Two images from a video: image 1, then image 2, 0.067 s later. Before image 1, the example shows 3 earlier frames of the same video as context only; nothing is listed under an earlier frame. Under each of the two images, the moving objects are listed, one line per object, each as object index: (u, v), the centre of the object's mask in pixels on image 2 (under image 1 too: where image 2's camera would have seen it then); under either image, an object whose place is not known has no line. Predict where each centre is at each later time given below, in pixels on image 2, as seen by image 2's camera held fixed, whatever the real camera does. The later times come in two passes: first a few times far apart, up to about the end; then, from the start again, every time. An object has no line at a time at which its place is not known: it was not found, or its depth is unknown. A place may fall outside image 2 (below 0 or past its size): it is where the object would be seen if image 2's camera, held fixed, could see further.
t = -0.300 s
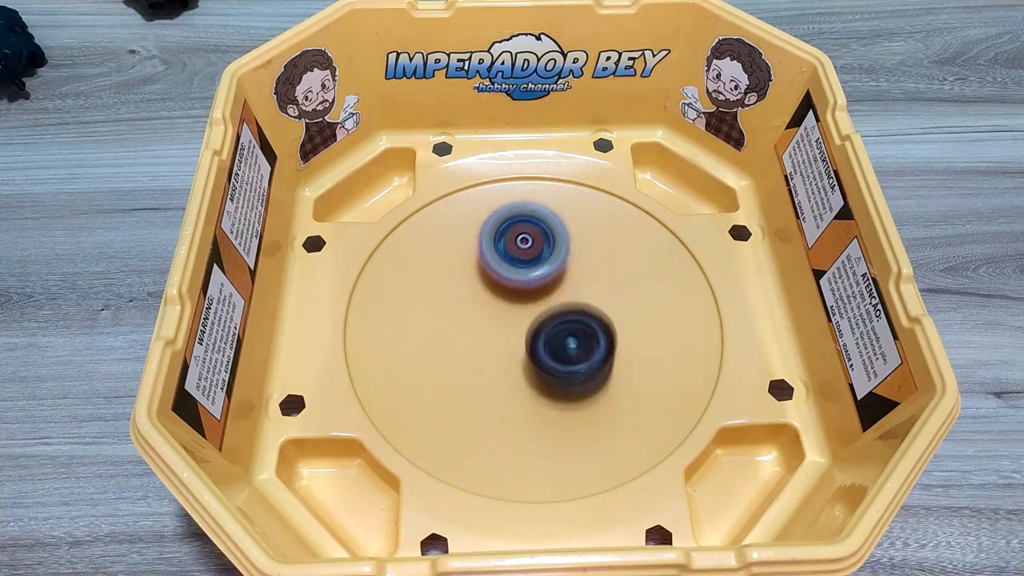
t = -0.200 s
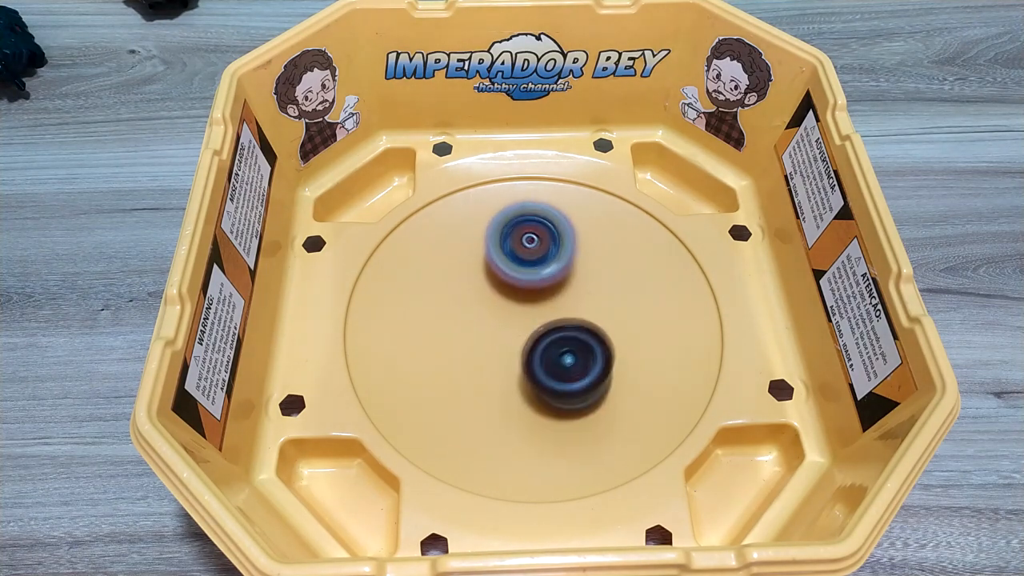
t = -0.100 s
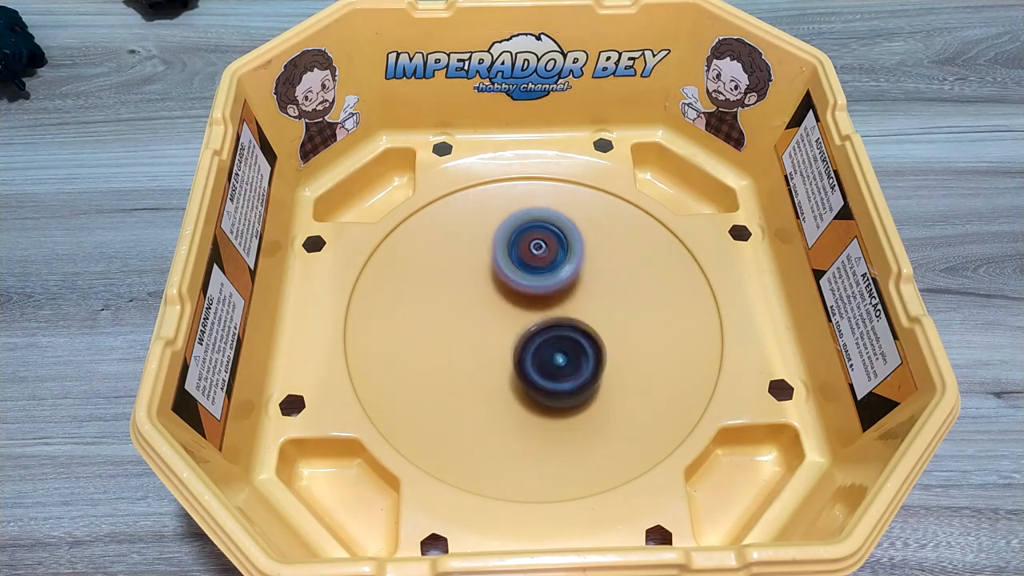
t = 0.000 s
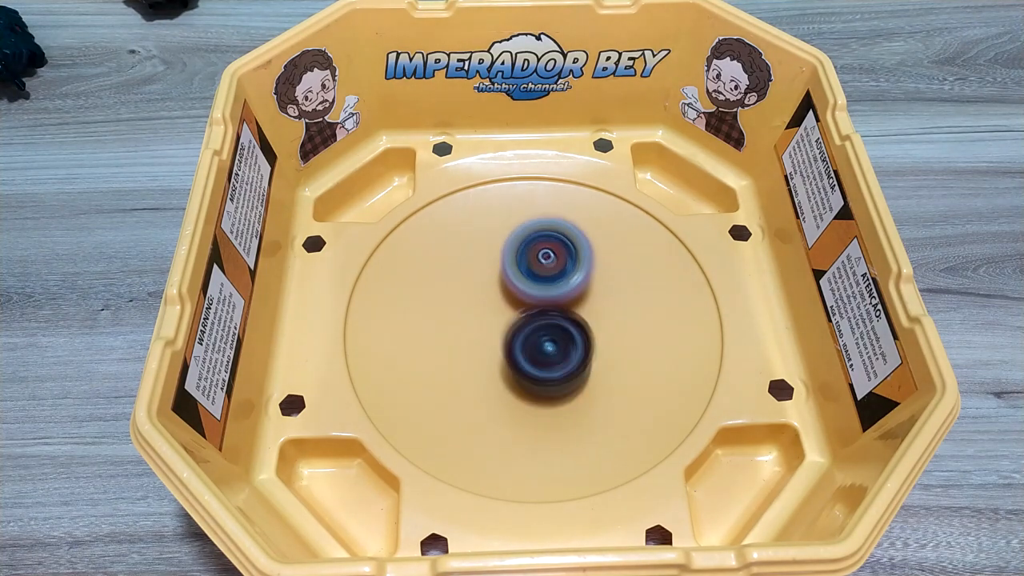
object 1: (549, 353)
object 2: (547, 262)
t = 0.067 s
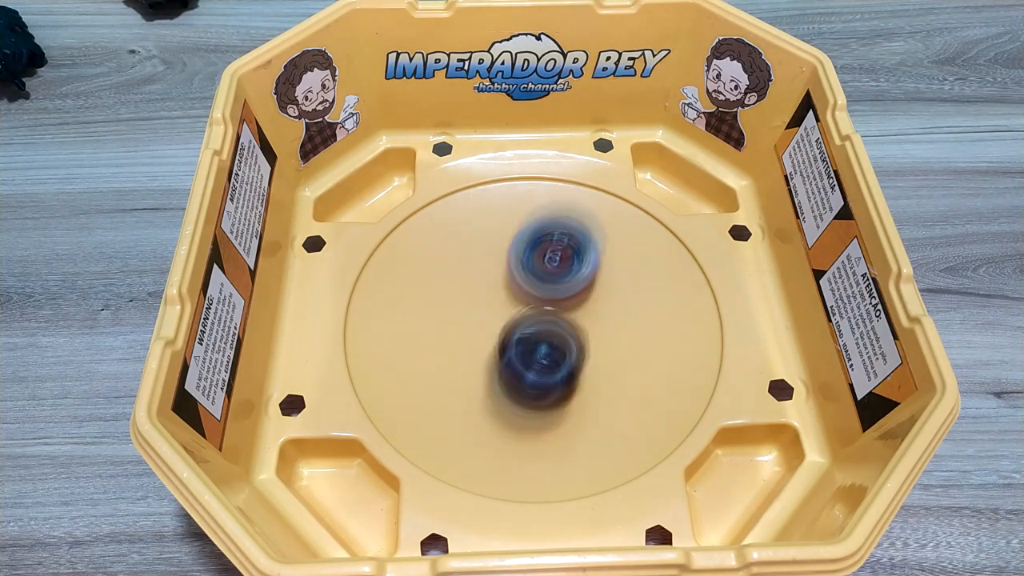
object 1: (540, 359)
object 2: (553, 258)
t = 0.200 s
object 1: (493, 432)
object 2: (573, 219)
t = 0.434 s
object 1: (440, 389)
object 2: (561, 255)
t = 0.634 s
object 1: (451, 329)
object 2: (567, 302)
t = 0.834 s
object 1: (435, 306)
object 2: (590, 320)
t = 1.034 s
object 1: (480, 302)
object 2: (571, 335)
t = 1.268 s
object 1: (490, 285)
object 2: (563, 359)
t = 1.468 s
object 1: (489, 263)
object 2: (553, 369)
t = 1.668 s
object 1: (514, 272)
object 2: (529, 368)
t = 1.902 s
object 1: (528, 241)
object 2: (517, 368)
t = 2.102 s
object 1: (543, 263)
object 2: (503, 355)
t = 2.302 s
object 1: (547, 268)
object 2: (501, 350)
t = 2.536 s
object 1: (565, 265)
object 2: (498, 351)
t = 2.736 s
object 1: (574, 271)
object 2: (500, 350)
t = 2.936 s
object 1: (573, 275)
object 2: (505, 351)
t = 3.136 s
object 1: (581, 264)
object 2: (507, 357)
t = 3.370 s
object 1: (565, 271)
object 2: (507, 363)
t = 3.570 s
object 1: (557, 276)
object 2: (508, 371)
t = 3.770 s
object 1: (548, 292)
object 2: (507, 372)
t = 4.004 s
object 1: (553, 276)
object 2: (503, 372)
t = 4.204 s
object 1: (553, 282)
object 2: (511, 362)
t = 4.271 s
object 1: (560, 274)
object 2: (505, 369)
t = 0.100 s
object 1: (529, 382)
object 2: (561, 242)
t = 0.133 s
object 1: (518, 403)
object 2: (567, 230)
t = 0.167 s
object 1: (504, 420)
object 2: (571, 221)
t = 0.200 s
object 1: (493, 432)
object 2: (573, 219)
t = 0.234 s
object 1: (481, 439)
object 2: (573, 221)
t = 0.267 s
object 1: (469, 440)
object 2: (571, 225)
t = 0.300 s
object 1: (459, 436)
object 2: (569, 230)
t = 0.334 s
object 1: (449, 426)
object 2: (567, 235)
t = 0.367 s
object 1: (443, 415)
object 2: (564, 242)
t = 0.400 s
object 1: (440, 401)
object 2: (563, 247)
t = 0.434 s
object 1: (440, 389)
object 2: (561, 255)
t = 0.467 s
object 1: (443, 377)
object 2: (559, 263)
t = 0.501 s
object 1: (447, 364)
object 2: (557, 272)
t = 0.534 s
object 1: (454, 353)
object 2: (555, 283)
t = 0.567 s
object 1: (461, 340)
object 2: (553, 293)
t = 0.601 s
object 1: (463, 336)
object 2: (554, 298)
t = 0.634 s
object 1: (451, 329)
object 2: (567, 302)
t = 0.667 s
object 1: (439, 325)
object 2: (577, 305)
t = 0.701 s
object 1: (432, 318)
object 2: (584, 309)
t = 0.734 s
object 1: (428, 314)
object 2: (589, 312)
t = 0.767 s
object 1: (428, 310)
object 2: (590, 315)
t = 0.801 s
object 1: (430, 308)
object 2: (591, 318)
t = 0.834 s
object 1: (435, 306)
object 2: (590, 320)
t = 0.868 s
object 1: (441, 304)
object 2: (588, 323)
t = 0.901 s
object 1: (449, 303)
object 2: (585, 326)
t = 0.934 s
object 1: (458, 303)
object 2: (581, 328)
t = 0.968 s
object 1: (466, 302)
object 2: (577, 330)
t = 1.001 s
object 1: (474, 303)
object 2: (573, 333)
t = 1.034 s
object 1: (480, 302)
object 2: (571, 335)
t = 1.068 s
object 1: (481, 300)
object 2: (571, 340)
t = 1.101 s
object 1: (480, 295)
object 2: (572, 344)
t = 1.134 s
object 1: (481, 293)
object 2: (571, 347)
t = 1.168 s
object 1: (484, 292)
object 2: (569, 350)
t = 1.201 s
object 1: (488, 292)
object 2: (565, 351)
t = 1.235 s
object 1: (491, 293)
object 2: (563, 353)
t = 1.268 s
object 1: (490, 285)
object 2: (563, 359)
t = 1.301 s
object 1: (485, 277)
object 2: (566, 364)
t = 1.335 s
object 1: (482, 271)
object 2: (565, 368)
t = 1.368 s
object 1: (481, 265)
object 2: (563, 369)
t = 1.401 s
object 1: (483, 263)
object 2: (560, 369)
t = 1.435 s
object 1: (485, 262)
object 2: (557, 369)
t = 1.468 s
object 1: (489, 263)
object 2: (553, 369)
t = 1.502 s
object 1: (492, 264)
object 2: (549, 368)
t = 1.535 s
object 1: (497, 267)
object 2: (545, 367)
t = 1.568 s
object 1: (501, 272)
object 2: (541, 365)
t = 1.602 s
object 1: (506, 275)
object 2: (536, 363)
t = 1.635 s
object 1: (510, 278)
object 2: (532, 363)
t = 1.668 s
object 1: (514, 272)
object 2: (529, 368)
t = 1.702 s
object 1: (516, 260)
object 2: (528, 377)
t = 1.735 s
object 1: (517, 252)
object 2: (526, 379)
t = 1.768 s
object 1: (520, 243)
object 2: (524, 379)
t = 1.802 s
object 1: (522, 239)
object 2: (522, 377)
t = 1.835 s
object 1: (524, 238)
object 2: (520, 374)
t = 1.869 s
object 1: (526, 239)
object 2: (518, 371)
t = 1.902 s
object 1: (528, 241)
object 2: (517, 368)
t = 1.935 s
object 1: (531, 246)
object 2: (515, 363)
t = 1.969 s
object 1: (533, 251)
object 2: (514, 360)
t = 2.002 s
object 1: (535, 257)
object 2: (512, 356)
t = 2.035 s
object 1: (537, 264)
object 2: (511, 351)
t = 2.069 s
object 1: (540, 268)
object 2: (509, 351)
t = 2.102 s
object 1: (543, 263)
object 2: (503, 355)
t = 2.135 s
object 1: (545, 260)
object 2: (500, 358)
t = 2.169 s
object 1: (547, 259)
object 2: (499, 358)
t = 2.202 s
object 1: (547, 259)
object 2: (498, 356)
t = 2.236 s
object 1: (547, 261)
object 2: (499, 354)
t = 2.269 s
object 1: (547, 264)
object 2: (500, 352)
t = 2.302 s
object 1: (547, 268)
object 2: (501, 350)
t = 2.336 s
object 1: (547, 272)
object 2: (501, 349)
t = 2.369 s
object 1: (550, 273)
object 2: (499, 351)
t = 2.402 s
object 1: (555, 267)
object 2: (495, 353)
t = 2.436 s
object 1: (560, 263)
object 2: (494, 353)
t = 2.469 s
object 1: (562, 262)
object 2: (495, 352)
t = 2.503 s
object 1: (564, 263)
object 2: (496, 352)
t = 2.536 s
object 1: (565, 265)
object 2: (498, 351)
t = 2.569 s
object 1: (565, 268)
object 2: (500, 349)
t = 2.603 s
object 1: (564, 271)
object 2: (502, 348)
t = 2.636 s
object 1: (564, 275)
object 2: (504, 347)
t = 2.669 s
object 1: (567, 277)
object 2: (502, 349)
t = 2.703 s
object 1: (571, 273)
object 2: (499, 350)
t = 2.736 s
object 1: (574, 271)
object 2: (500, 350)
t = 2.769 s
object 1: (574, 271)
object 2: (501, 350)
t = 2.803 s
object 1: (573, 272)
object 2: (502, 349)
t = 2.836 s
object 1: (572, 274)
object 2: (504, 348)
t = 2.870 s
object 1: (570, 278)
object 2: (506, 347)
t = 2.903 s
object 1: (569, 278)
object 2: (507, 347)
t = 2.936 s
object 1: (573, 275)
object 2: (505, 351)
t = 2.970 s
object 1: (578, 270)
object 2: (502, 356)
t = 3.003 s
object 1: (582, 264)
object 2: (502, 357)
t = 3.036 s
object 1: (583, 262)
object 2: (503, 357)
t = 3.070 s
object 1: (583, 262)
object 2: (504, 356)
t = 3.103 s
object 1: (582, 262)
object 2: (505, 357)
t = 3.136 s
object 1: (581, 264)
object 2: (507, 357)
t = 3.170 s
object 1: (578, 266)
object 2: (509, 356)
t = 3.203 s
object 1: (575, 269)
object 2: (511, 356)
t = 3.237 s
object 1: (571, 272)
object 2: (513, 354)
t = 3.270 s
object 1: (567, 276)
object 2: (515, 353)
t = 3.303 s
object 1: (565, 278)
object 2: (515, 352)
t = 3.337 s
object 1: (565, 276)
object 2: (512, 355)
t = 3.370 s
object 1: (565, 271)
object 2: (507, 363)
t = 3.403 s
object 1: (565, 269)
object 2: (506, 367)
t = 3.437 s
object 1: (564, 268)
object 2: (506, 370)
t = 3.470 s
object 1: (562, 269)
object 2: (507, 370)
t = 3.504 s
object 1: (560, 270)
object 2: (508, 371)
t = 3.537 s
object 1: (558, 273)
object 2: (508, 370)
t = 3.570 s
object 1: (557, 276)
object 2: (508, 371)
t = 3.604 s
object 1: (555, 280)
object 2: (508, 372)
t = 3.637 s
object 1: (552, 286)
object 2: (509, 372)
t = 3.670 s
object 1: (551, 289)
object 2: (510, 371)
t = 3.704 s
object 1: (549, 292)
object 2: (510, 371)
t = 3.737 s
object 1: (549, 293)
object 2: (509, 371)
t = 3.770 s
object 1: (548, 292)
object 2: (507, 372)
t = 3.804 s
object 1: (548, 291)
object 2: (507, 372)
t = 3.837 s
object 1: (548, 290)
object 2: (509, 371)
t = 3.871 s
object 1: (547, 290)
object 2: (509, 369)
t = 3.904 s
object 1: (546, 290)
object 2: (510, 367)
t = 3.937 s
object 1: (548, 287)
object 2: (506, 369)
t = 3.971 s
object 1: (551, 281)
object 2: (503, 372)
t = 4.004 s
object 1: (553, 276)
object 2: (503, 372)
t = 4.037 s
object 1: (555, 272)
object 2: (505, 371)
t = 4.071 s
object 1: (556, 271)
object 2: (506, 369)
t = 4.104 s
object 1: (556, 272)
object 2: (506, 368)
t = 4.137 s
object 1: (555, 277)
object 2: (507, 367)
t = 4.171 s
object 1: (554, 280)
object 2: (509, 365)
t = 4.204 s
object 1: (553, 282)
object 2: (511, 362)
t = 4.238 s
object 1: (553, 285)
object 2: (512, 360)
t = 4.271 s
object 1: (560, 274)
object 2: (505, 369)
